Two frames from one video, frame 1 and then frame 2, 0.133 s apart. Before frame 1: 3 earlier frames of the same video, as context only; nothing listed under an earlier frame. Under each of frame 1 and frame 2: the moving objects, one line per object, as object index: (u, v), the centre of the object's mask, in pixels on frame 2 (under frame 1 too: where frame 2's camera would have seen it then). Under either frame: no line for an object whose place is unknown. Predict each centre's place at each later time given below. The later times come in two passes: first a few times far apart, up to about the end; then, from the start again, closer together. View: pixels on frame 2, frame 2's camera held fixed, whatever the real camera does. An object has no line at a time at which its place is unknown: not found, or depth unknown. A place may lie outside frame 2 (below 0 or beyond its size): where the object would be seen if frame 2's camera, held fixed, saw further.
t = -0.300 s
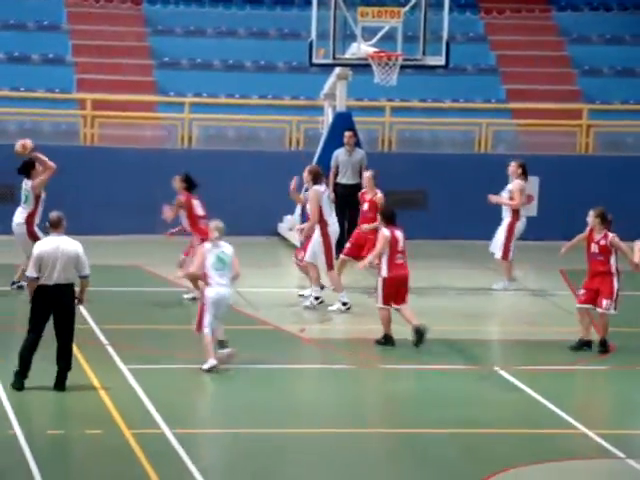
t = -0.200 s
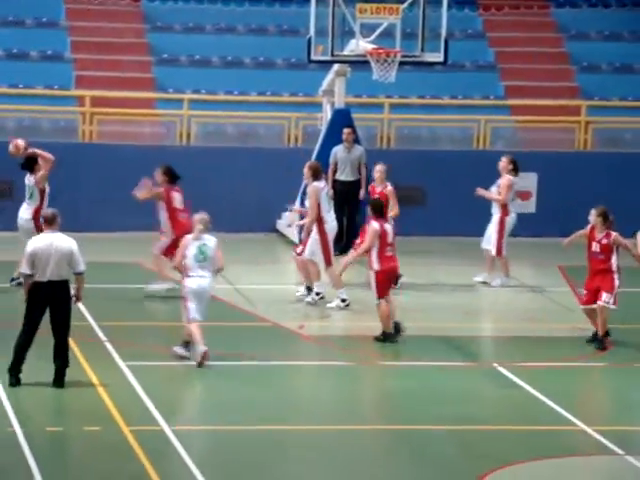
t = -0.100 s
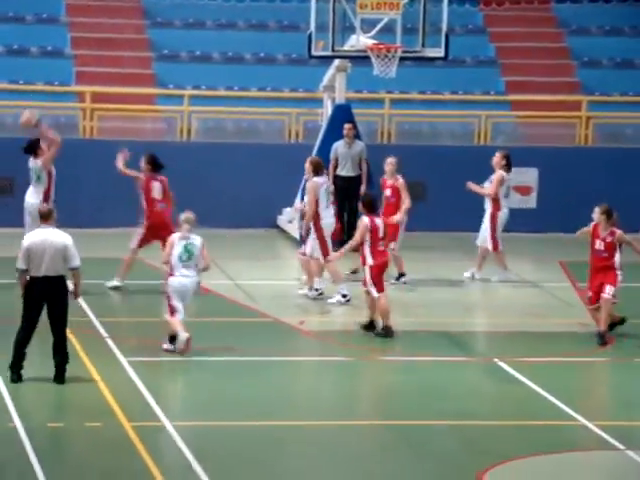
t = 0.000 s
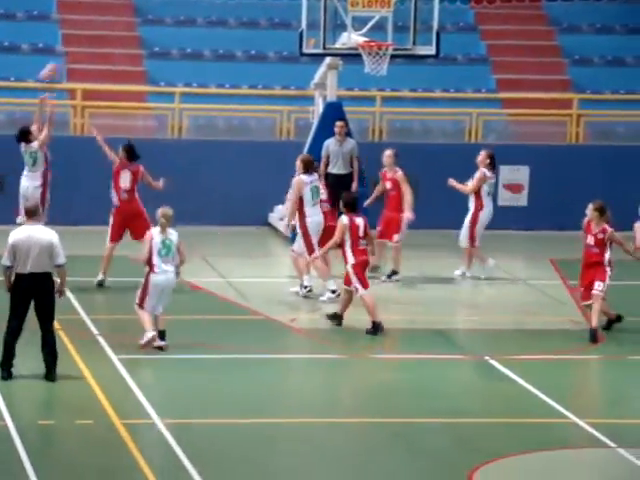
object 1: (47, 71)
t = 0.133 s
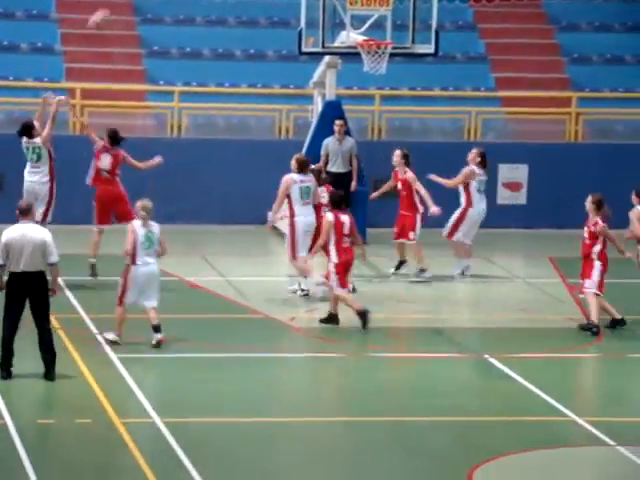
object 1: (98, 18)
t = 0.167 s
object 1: (110, 8)
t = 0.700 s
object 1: (292, -42)
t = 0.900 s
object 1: (350, -8)
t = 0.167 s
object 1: (110, 8)
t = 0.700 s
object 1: (292, -42)
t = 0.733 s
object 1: (302, -37)
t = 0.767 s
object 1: (313, -32)
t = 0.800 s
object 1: (322, -26)
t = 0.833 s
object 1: (333, -18)
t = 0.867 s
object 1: (342, -13)
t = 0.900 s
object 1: (350, -8)
